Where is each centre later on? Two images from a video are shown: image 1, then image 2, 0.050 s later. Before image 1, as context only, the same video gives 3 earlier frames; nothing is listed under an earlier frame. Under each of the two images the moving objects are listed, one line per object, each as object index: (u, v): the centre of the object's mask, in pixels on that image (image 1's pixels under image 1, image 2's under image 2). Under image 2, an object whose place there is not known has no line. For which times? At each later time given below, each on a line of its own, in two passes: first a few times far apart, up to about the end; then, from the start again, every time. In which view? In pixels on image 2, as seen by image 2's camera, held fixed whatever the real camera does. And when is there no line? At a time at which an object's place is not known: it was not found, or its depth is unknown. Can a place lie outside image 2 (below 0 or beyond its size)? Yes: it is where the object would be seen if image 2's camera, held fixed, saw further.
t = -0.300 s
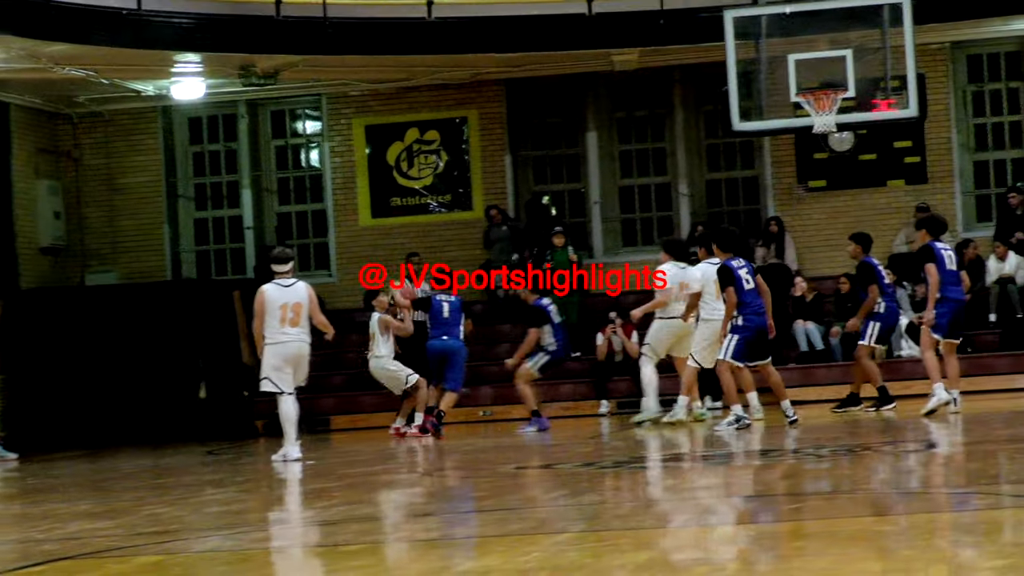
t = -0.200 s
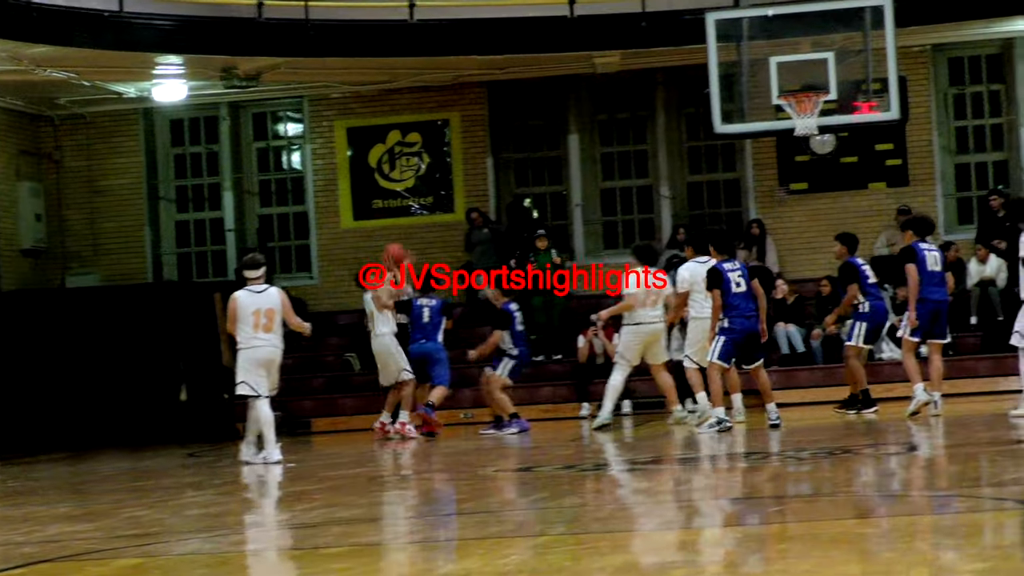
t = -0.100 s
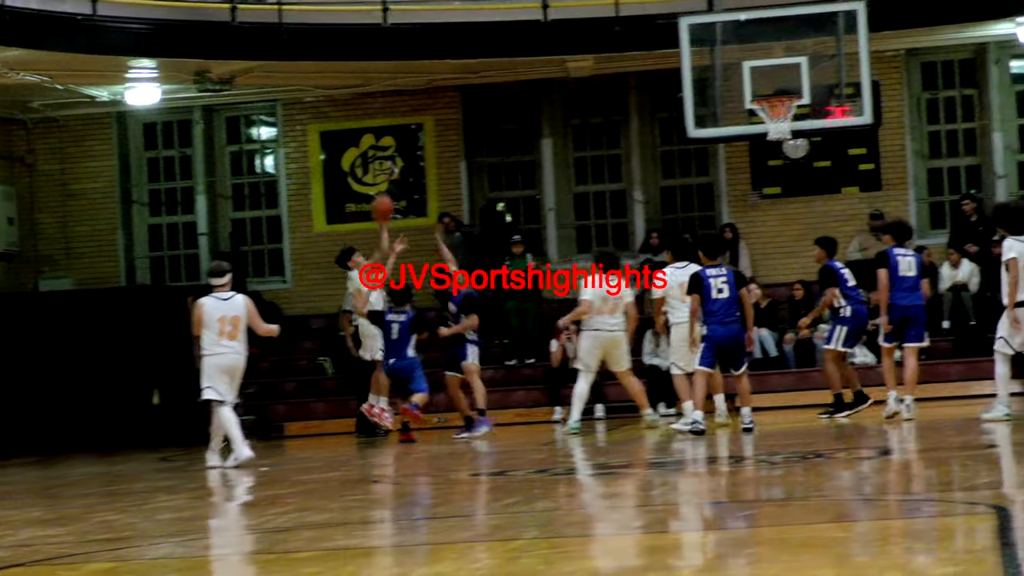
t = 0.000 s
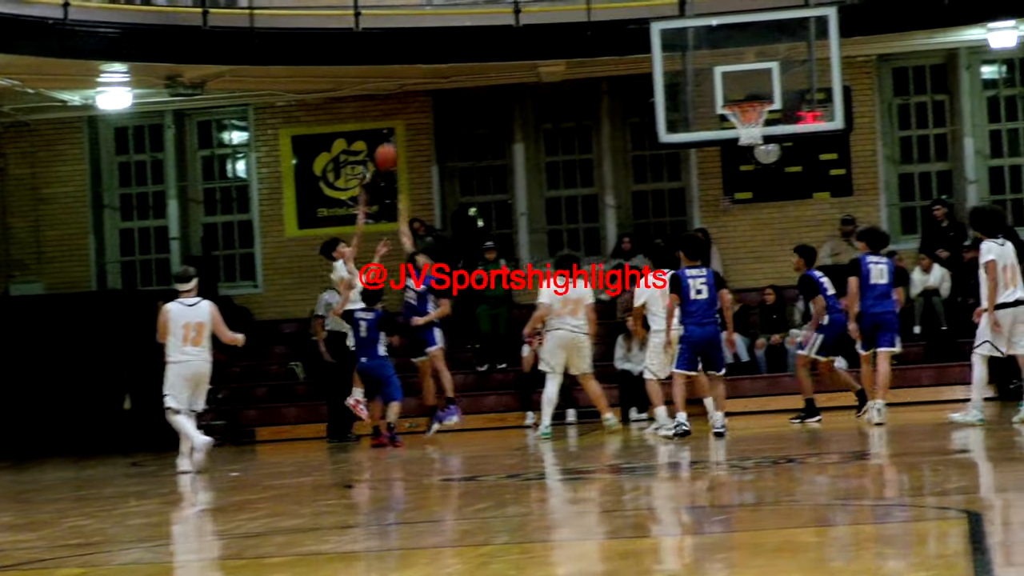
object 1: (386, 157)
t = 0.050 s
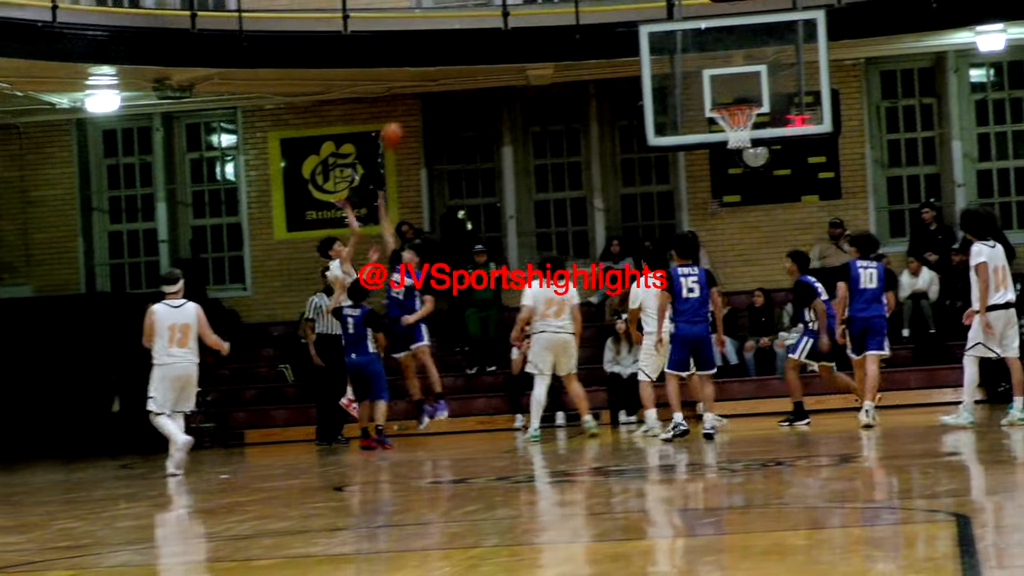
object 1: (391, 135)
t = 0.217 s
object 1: (450, 73)
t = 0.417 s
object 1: (521, 36)
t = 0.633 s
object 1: (599, 40)
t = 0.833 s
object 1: (676, 83)
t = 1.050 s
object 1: (694, 144)
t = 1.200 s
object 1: (676, 195)
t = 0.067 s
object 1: (397, 127)
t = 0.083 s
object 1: (403, 122)
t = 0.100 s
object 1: (409, 114)
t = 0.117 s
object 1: (415, 107)
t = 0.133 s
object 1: (421, 101)
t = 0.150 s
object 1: (426, 96)
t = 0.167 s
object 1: (432, 90)
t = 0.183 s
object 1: (437, 85)
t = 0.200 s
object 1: (444, 79)
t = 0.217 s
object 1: (450, 73)
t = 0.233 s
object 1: (457, 69)
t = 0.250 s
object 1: (462, 64)
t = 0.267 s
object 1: (467, 62)
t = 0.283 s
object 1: (473, 57)
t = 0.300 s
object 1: (479, 53)
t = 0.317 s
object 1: (485, 50)
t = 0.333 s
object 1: (490, 47)
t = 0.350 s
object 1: (497, 44)
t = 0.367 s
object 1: (503, 41)
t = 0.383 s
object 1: (509, 39)
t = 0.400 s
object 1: (515, 38)
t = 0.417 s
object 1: (521, 36)
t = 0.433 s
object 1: (526, 34)
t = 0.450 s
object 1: (532, 33)
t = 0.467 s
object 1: (538, 33)
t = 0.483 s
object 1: (544, 32)
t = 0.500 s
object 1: (549, 32)
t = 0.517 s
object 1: (556, 32)
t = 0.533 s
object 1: (562, 32)
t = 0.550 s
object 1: (568, 32)
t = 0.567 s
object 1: (575, 33)
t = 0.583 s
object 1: (581, 35)
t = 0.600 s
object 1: (587, 37)
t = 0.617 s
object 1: (593, 38)
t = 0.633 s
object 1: (599, 40)
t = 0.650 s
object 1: (606, 42)
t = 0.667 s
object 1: (611, 44)
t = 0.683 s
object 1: (618, 46)
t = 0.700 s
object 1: (624, 50)
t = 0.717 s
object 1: (630, 53)
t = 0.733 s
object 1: (638, 56)
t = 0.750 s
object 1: (644, 60)
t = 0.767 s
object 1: (652, 65)
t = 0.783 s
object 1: (657, 70)
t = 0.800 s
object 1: (664, 75)
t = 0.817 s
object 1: (669, 79)
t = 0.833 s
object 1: (676, 83)
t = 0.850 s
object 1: (682, 90)
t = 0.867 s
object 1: (688, 94)
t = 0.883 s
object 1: (694, 101)
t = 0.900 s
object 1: (700, 107)
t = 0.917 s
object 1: (704, 113)
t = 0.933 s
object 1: (705, 119)
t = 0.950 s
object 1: (705, 125)
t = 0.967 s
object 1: (703, 129)
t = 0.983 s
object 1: (701, 132)
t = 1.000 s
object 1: (699, 135)
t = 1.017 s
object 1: (697, 139)
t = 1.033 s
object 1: (695, 142)
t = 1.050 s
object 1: (694, 144)
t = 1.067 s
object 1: (691, 149)
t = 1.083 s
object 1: (689, 154)
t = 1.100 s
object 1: (688, 159)
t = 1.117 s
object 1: (686, 164)
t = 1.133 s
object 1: (684, 169)
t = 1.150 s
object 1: (682, 176)
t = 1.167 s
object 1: (681, 182)
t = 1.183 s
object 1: (680, 188)
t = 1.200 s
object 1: (676, 195)
